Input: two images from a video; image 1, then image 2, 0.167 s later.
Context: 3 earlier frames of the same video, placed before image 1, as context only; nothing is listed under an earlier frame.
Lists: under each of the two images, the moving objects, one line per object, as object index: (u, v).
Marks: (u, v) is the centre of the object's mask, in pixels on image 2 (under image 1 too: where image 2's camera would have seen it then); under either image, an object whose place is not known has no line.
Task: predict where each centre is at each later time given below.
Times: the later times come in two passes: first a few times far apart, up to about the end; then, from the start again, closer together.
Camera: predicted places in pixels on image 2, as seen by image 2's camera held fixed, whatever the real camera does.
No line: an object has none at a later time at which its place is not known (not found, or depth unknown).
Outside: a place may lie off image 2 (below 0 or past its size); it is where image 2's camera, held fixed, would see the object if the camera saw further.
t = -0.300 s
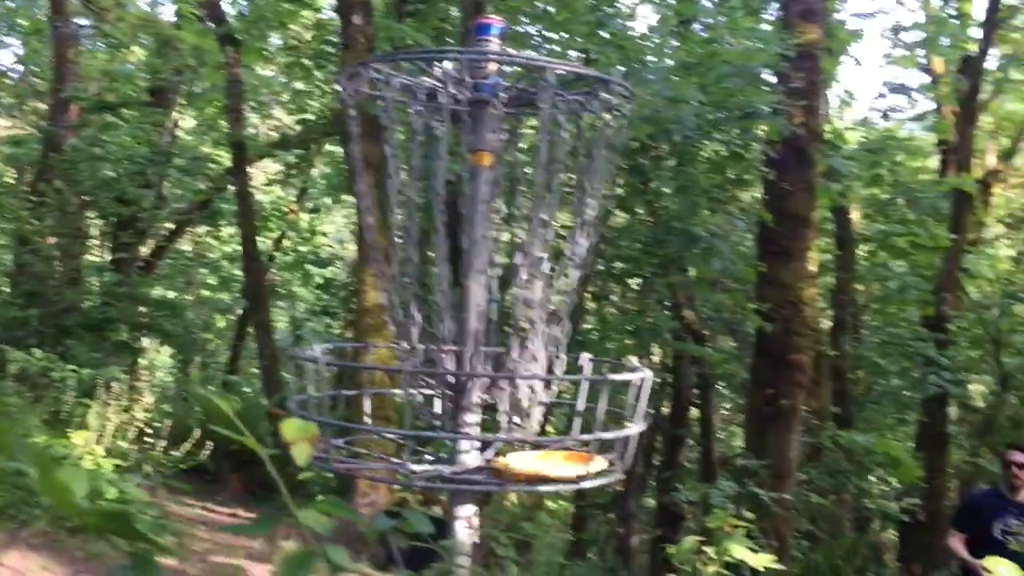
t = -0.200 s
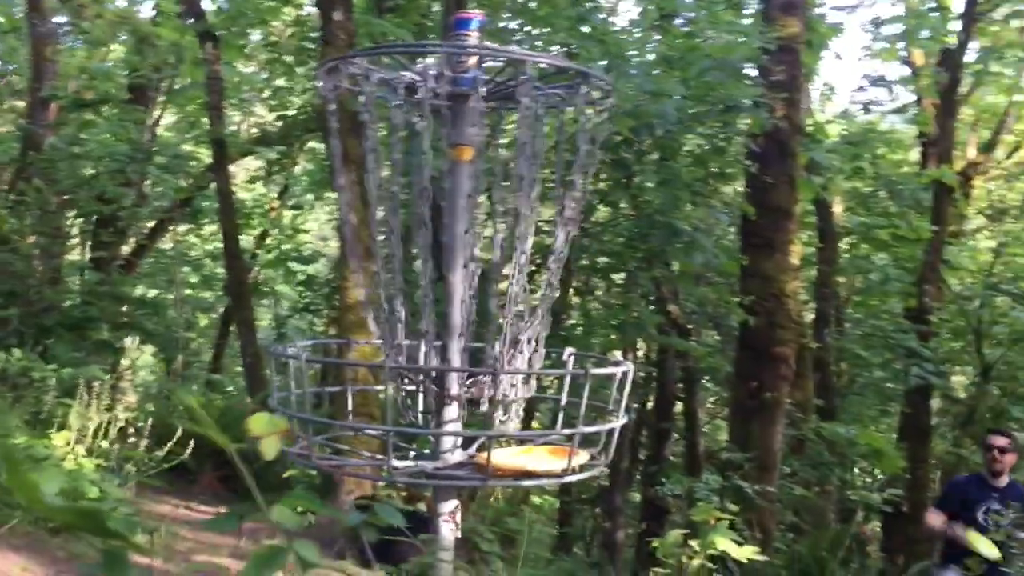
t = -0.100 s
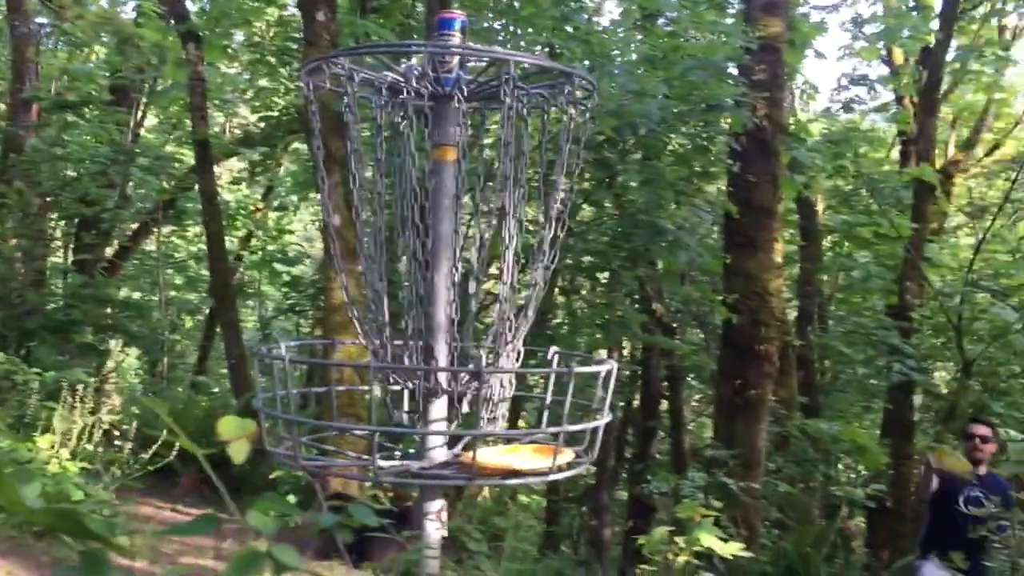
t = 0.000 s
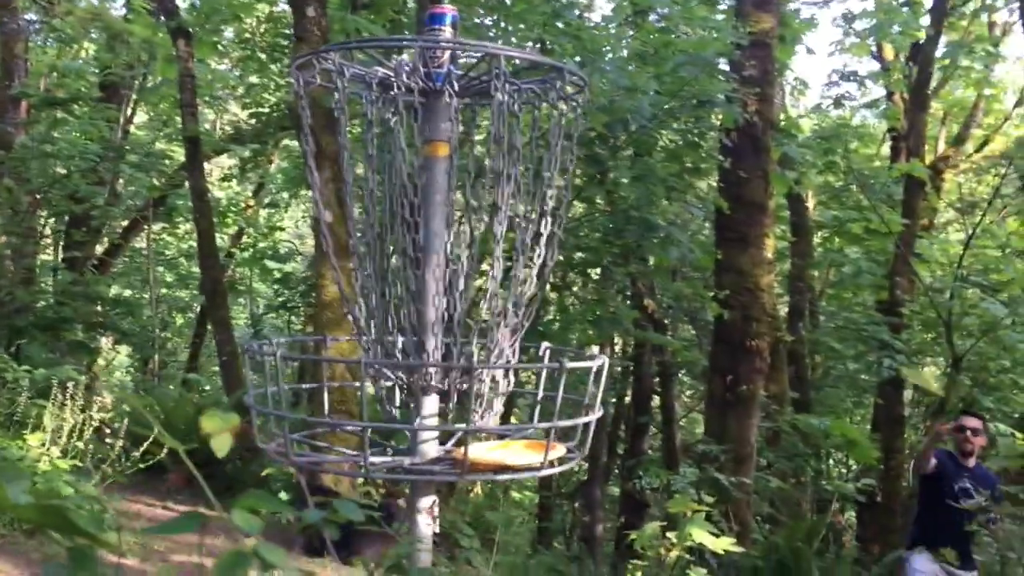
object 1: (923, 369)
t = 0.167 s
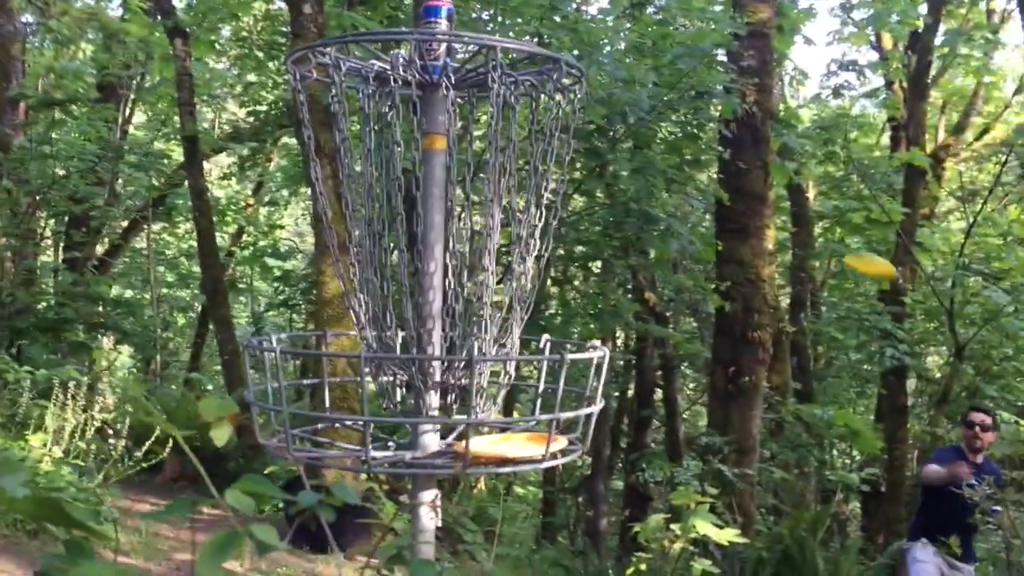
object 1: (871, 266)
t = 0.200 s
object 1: (857, 253)
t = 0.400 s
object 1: (763, 209)
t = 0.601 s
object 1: (633, 259)
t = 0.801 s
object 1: (566, 297)
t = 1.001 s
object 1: (586, 342)
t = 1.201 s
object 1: (610, 478)
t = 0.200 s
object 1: (857, 253)
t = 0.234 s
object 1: (843, 240)
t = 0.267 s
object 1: (831, 231)
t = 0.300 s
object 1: (814, 220)
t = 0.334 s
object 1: (799, 215)
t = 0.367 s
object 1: (782, 211)
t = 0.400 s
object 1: (763, 209)
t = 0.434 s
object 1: (743, 210)
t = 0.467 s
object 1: (728, 215)
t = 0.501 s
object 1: (705, 219)
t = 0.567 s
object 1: (659, 240)
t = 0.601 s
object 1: (633, 259)
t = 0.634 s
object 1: (613, 280)
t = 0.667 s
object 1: (587, 306)
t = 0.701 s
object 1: (562, 322)
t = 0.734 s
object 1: (573, 311)
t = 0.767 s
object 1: (563, 299)
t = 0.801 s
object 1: (566, 297)
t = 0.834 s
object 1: (568, 299)
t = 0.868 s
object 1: (570, 304)
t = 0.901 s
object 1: (574, 318)
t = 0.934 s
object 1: (570, 339)
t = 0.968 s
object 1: (577, 344)
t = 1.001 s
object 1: (586, 342)
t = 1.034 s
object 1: (590, 346)
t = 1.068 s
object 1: (590, 355)
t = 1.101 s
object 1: (596, 370)
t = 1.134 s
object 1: (604, 393)
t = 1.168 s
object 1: (616, 430)
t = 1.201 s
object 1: (610, 478)
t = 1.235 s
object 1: (602, 522)
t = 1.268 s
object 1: (602, 541)
